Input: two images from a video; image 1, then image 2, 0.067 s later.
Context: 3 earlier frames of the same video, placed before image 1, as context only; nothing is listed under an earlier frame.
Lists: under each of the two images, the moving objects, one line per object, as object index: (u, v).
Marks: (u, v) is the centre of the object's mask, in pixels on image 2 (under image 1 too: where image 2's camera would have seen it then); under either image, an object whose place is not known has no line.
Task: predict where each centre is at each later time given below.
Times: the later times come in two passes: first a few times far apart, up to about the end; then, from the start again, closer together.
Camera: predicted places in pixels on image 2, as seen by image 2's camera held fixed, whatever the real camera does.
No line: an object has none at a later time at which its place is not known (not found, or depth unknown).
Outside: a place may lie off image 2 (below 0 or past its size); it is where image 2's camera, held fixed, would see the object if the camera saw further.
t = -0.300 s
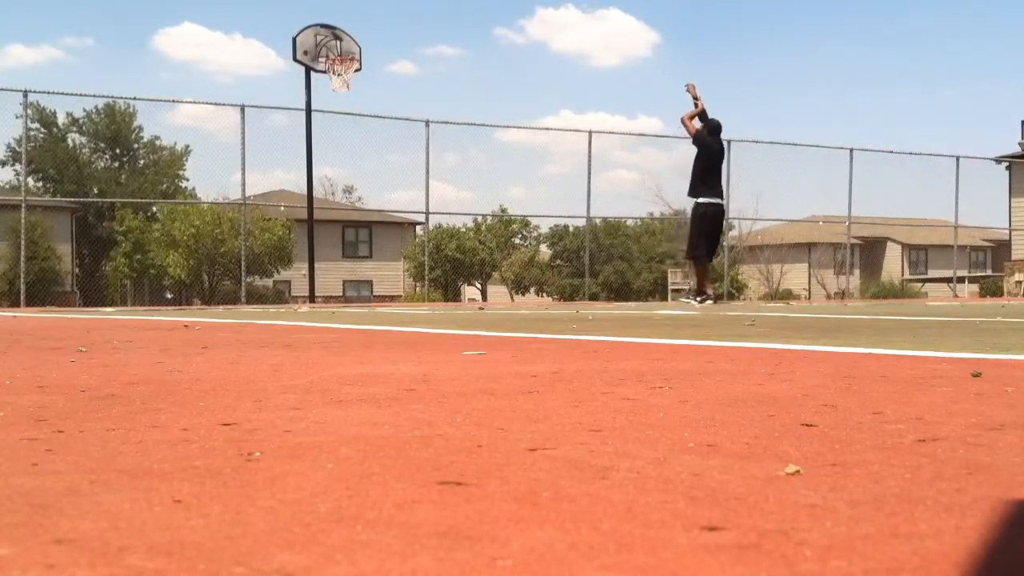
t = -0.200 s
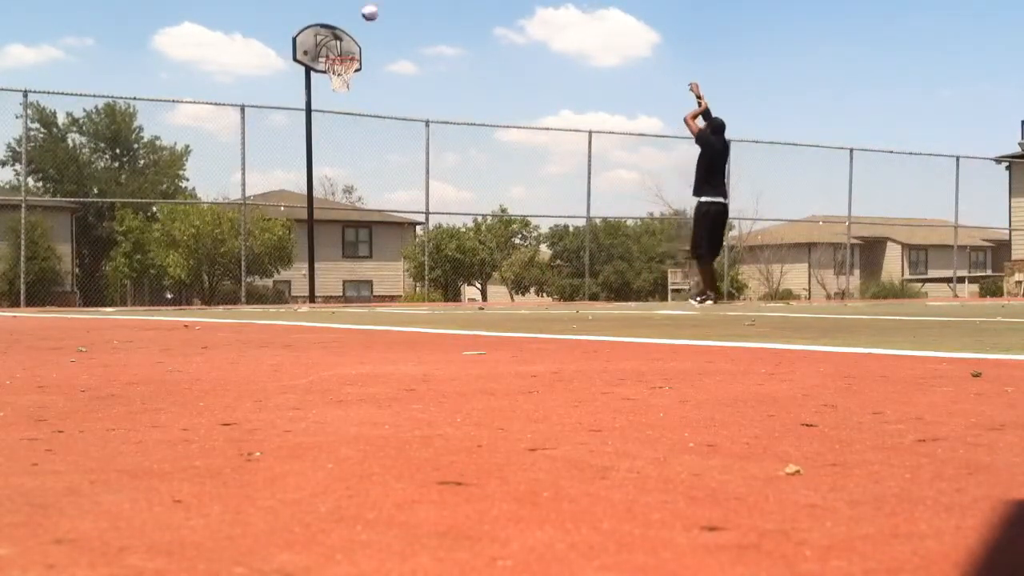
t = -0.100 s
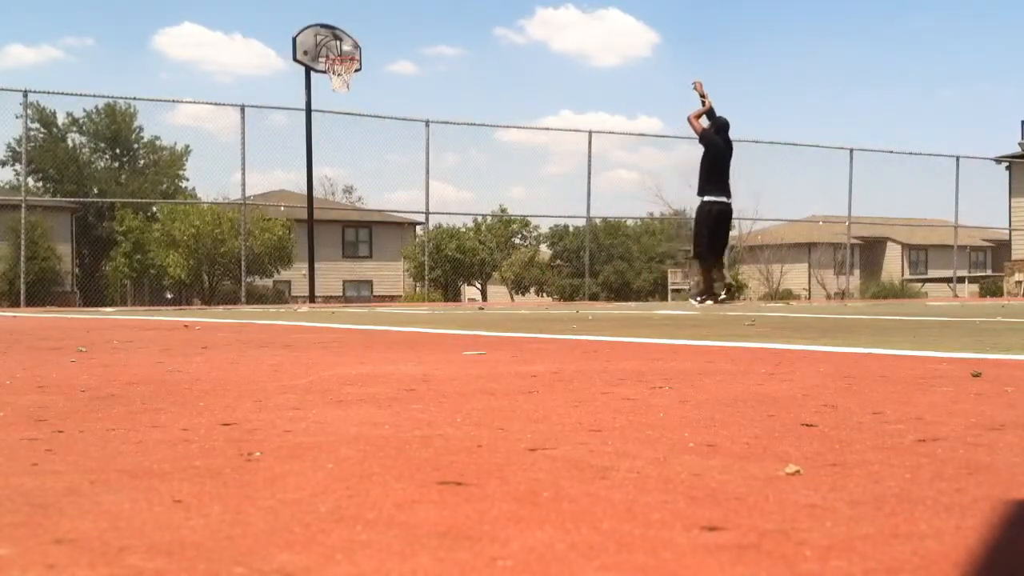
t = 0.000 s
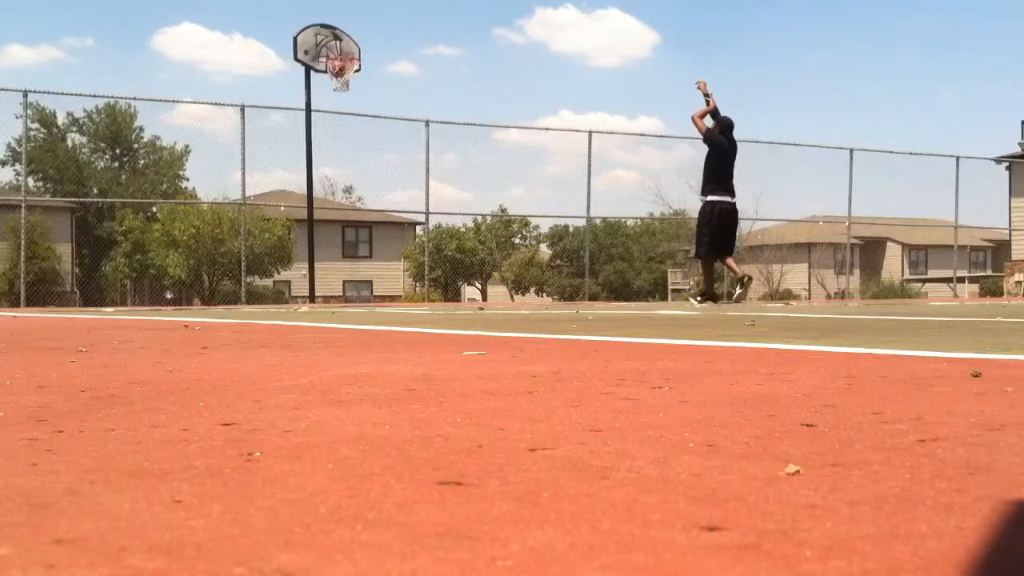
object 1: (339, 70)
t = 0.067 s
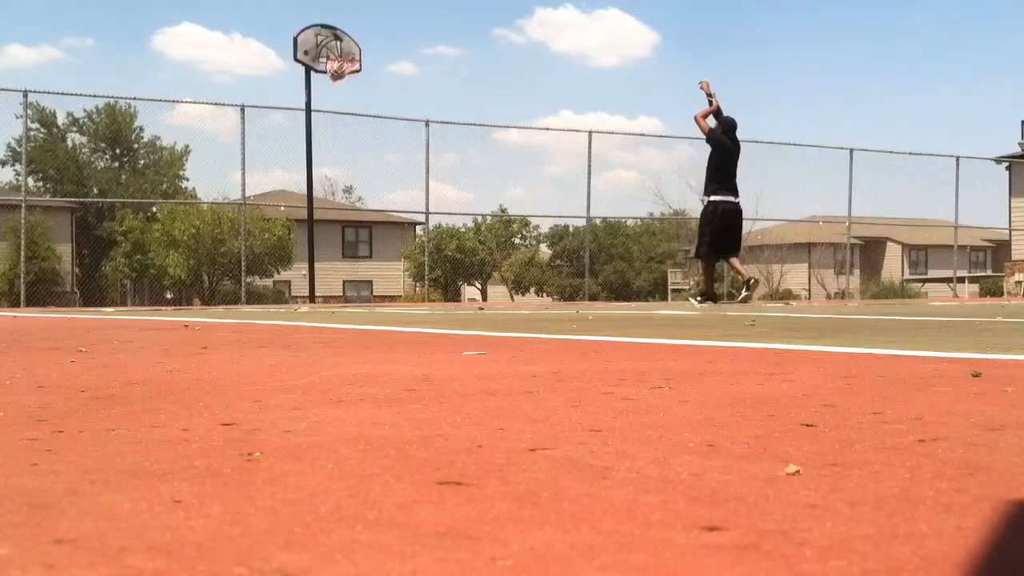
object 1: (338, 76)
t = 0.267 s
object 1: (343, 78)
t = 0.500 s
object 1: (341, 97)
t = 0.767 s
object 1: (342, 159)
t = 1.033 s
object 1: (343, 268)
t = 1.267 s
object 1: (344, 262)
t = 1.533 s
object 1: (344, 247)
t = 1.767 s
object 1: (346, 273)
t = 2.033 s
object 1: (348, 283)
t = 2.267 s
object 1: (351, 291)
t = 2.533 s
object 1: (356, 296)
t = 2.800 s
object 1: (357, 295)
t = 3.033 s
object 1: (361, 295)
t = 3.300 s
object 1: (362, 296)
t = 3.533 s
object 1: (364, 295)
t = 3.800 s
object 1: (368, 295)
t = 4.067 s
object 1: (369, 295)
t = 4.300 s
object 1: (370, 295)
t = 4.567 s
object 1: (370, 295)
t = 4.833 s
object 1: (370, 295)
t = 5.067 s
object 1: (370, 295)
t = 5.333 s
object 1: (369, 295)
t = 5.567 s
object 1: (369, 296)
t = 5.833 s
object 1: (369, 295)
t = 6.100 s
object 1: (369, 295)
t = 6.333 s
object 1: (369, 296)
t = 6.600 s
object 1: (369, 296)
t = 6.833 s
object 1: (369, 296)
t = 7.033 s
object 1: (369, 296)
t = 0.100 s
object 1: (339, 75)
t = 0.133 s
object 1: (340, 74)
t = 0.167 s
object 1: (341, 74)
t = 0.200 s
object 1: (342, 74)
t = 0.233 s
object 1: (343, 77)
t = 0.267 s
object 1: (343, 78)
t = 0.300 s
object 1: (343, 81)
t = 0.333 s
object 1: (344, 82)
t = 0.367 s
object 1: (343, 84)
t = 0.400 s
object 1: (342, 85)
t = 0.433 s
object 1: (342, 90)
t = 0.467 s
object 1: (341, 92)
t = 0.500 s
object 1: (341, 97)
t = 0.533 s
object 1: (341, 101)
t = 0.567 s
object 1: (341, 108)
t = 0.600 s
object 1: (341, 114)
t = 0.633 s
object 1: (341, 122)
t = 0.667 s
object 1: (342, 130)
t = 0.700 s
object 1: (342, 139)
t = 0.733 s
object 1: (342, 149)
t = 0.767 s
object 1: (342, 159)
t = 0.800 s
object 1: (342, 170)
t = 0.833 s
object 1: (343, 183)
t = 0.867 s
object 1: (344, 196)
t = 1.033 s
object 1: (343, 268)
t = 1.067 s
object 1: (343, 286)
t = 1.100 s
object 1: (343, 295)
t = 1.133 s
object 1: (343, 287)
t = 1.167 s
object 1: (343, 279)
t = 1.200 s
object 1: (344, 273)
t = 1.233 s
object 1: (344, 267)
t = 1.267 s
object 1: (344, 262)
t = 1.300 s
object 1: (344, 257)
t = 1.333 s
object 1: (344, 253)
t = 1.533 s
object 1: (344, 247)
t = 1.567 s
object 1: (345, 248)
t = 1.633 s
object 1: (345, 253)
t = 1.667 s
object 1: (346, 257)
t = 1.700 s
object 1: (346, 261)
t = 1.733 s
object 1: (346, 267)
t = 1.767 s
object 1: (346, 273)
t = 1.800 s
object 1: (346, 280)
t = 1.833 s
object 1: (346, 288)
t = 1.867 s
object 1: (346, 295)
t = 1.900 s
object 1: (347, 294)
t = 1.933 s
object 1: (347, 289)
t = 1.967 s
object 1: (347, 287)
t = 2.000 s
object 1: (348, 284)
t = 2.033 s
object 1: (348, 283)
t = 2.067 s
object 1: (349, 282)
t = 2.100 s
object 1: (349, 282)
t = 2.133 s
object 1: (349, 282)
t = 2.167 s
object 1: (349, 283)
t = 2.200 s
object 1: (350, 284)
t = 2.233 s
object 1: (351, 287)
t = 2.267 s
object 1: (351, 291)
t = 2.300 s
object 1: (351, 295)
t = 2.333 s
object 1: (351, 294)
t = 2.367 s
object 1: (354, 296)
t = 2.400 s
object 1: (353, 296)
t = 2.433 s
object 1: (354, 295)
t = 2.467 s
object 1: (355, 295)
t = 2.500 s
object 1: (355, 295)
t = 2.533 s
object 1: (356, 296)
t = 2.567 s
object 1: (356, 296)
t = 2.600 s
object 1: (356, 295)
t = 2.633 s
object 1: (356, 295)
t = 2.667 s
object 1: (356, 295)
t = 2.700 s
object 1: (357, 295)
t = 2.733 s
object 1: (357, 295)
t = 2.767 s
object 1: (357, 295)
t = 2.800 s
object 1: (357, 295)
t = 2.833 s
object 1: (358, 295)
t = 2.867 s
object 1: (358, 295)
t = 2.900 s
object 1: (359, 295)
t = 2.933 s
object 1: (360, 295)
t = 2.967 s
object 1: (360, 295)
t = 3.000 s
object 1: (361, 295)
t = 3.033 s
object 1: (361, 295)
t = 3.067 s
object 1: (361, 295)
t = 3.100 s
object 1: (361, 295)
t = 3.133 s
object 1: (361, 295)
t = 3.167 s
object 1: (361, 295)
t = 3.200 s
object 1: (362, 295)
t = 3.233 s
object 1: (362, 295)
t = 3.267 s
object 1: (362, 296)
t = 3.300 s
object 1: (362, 296)
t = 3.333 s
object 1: (362, 296)
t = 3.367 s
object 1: (363, 296)
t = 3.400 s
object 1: (363, 296)
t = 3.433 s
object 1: (363, 295)
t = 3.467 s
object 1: (364, 295)
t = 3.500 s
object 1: (364, 295)
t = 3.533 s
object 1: (364, 295)
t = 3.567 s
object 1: (364, 295)
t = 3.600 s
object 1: (365, 295)
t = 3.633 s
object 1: (365, 295)
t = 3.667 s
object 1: (367, 295)
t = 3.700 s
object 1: (367, 295)
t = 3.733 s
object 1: (368, 295)
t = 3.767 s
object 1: (368, 295)
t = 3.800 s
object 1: (368, 295)
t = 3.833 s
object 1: (369, 295)
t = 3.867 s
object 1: (369, 295)
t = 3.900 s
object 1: (369, 295)
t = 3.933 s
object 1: (369, 296)
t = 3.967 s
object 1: (369, 296)
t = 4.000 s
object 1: (369, 295)
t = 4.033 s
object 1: (370, 295)
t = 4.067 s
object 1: (369, 295)
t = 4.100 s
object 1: (369, 295)
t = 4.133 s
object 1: (369, 295)
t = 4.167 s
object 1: (369, 295)
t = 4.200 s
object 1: (370, 295)
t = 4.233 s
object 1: (370, 295)
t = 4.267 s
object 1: (370, 295)
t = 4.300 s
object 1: (370, 295)
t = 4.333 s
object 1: (370, 295)
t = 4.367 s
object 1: (370, 295)
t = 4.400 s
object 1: (370, 295)
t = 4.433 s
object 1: (370, 295)
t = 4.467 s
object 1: (370, 295)
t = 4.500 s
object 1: (370, 295)
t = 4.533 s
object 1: (370, 295)
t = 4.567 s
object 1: (370, 295)
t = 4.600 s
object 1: (370, 295)
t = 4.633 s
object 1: (370, 295)
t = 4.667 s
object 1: (370, 295)
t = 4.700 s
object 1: (370, 295)
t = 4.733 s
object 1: (370, 295)
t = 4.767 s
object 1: (370, 295)
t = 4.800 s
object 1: (370, 295)
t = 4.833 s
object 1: (370, 295)
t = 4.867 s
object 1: (370, 295)
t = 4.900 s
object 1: (370, 295)
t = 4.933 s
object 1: (370, 295)
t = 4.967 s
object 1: (370, 295)
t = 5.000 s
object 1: (369, 296)
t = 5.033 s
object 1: (370, 295)
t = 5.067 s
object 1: (370, 295)
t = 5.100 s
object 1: (370, 295)
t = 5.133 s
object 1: (370, 295)
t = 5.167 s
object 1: (369, 295)
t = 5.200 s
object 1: (369, 295)
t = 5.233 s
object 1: (369, 295)
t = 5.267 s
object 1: (369, 296)
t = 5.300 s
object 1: (369, 296)
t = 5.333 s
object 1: (369, 295)
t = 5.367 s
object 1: (369, 295)
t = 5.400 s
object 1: (369, 296)
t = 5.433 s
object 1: (369, 295)
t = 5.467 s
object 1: (369, 295)
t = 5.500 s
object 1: (369, 295)
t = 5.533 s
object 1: (369, 296)
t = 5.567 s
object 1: (369, 296)
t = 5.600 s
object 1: (369, 295)
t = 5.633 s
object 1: (369, 295)
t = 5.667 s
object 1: (369, 296)
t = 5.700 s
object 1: (369, 296)
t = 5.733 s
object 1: (369, 296)
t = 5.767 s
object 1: (369, 295)
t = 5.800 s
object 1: (369, 295)
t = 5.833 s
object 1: (369, 295)
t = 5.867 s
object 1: (369, 295)
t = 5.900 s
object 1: (369, 295)
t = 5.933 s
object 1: (369, 295)
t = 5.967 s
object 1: (369, 295)
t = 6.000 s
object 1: (369, 295)
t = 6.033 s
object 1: (369, 295)
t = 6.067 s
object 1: (369, 295)
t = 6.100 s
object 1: (369, 295)
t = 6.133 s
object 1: (369, 295)
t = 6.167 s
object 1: (369, 295)
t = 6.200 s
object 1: (369, 295)
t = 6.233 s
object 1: (369, 295)
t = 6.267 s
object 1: (369, 295)
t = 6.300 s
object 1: (369, 295)
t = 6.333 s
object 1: (369, 296)
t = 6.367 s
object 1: (369, 296)
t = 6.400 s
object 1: (369, 296)
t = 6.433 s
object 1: (369, 295)
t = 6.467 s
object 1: (369, 296)
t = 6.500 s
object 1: (369, 296)
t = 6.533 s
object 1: (369, 296)
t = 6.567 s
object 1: (369, 296)
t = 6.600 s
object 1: (369, 296)
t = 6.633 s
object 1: (369, 295)
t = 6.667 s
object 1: (369, 295)
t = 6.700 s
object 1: (369, 295)
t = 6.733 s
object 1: (369, 295)
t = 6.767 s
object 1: (369, 295)
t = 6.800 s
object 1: (369, 295)
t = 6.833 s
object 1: (369, 296)
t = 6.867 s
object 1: (369, 296)
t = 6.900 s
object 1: (369, 296)
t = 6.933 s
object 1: (369, 296)
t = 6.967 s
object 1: (369, 296)
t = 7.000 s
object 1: (369, 296)
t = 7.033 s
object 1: (369, 296)
